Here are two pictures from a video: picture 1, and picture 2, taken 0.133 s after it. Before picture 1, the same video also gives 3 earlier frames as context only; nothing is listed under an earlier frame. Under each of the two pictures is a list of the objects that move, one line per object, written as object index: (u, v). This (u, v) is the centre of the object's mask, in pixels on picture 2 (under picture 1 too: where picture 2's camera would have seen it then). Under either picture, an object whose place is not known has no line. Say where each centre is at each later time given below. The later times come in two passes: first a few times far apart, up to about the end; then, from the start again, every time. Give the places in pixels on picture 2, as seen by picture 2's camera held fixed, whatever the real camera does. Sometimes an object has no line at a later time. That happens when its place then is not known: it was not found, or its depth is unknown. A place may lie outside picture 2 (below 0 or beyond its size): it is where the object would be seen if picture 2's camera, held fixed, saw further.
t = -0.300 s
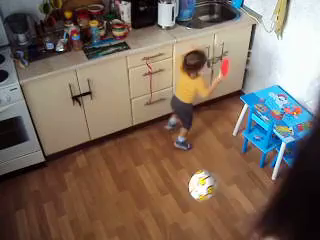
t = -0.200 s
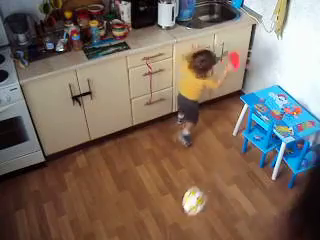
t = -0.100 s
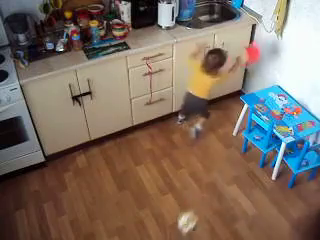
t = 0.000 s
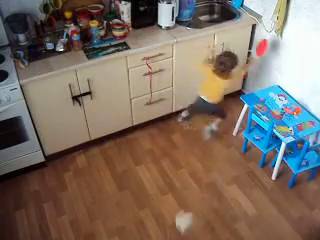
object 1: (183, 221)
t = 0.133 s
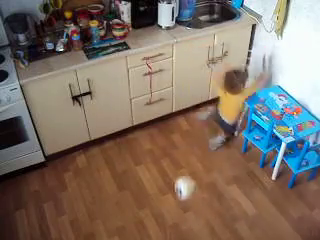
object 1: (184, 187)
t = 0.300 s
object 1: (183, 166)
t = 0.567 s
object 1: (178, 189)
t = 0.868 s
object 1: (174, 167)
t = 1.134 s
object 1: (169, 185)
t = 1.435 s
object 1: (167, 166)
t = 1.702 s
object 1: (166, 159)
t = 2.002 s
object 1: (165, 155)
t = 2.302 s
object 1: (164, 151)
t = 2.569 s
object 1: (164, 150)
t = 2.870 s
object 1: (164, 148)
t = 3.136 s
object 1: (163, 147)
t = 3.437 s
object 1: (164, 146)
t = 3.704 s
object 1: (164, 147)
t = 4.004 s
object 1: (164, 147)
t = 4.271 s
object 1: (164, 148)
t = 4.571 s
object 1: (164, 147)
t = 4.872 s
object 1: (164, 147)
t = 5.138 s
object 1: (164, 147)
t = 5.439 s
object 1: (164, 147)
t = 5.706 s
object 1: (164, 147)
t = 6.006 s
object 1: (164, 147)
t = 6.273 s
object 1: (164, 147)
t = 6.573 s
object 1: (164, 147)
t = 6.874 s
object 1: (164, 147)
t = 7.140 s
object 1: (164, 147)
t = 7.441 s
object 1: (164, 147)
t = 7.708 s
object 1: (164, 147)
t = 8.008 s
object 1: (164, 147)
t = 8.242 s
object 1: (164, 147)
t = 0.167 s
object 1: (184, 181)
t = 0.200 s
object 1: (184, 176)
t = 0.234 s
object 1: (184, 171)
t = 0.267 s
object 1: (183, 168)
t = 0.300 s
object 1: (183, 166)
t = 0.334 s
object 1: (183, 165)
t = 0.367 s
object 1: (182, 166)
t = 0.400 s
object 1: (182, 167)
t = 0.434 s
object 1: (181, 170)
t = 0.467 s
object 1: (180, 173)
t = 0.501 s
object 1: (179, 177)
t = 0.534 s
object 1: (179, 183)
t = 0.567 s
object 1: (178, 189)
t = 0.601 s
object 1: (177, 195)
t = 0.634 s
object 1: (177, 201)
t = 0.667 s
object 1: (177, 193)
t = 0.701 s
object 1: (176, 186)
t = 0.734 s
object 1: (175, 181)
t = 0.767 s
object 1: (175, 177)
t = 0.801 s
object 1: (175, 172)
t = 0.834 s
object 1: (175, 169)
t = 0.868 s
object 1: (174, 167)
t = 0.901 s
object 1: (174, 166)
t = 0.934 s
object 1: (173, 167)
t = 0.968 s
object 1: (172, 169)
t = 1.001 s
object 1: (171, 170)
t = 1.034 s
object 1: (171, 174)
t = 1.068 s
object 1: (170, 177)
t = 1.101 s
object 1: (170, 182)
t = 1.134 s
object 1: (169, 185)
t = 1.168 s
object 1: (169, 180)
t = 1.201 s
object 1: (169, 174)
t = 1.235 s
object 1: (168, 171)
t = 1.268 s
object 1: (168, 167)
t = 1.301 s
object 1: (167, 165)
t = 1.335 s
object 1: (167, 164)
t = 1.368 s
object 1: (167, 163)
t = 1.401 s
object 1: (167, 165)
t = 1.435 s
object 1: (167, 166)
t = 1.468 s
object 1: (166, 168)
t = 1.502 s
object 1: (166, 172)
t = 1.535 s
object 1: (166, 172)
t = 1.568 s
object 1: (166, 167)
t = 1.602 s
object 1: (166, 163)
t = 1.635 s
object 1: (166, 161)
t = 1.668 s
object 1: (167, 159)
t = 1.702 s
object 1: (166, 159)
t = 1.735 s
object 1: (166, 159)
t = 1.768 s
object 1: (166, 160)
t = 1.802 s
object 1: (166, 162)
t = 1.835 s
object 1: (166, 163)
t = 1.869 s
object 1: (165, 160)
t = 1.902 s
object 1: (165, 157)
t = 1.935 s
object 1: (165, 156)
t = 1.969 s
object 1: (165, 155)
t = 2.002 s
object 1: (165, 155)
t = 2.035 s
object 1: (165, 156)
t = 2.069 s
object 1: (165, 156)
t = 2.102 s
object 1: (165, 154)
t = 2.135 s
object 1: (165, 153)
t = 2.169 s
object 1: (165, 152)
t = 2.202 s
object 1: (165, 152)
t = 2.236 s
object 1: (165, 153)
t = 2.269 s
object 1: (164, 152)
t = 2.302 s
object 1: (164, 151)
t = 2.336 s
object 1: (164, 151)
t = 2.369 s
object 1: (164, 152)
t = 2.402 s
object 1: (164, 151)
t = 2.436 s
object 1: (164, 150)
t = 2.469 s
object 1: (164, 151)
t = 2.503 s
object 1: (164, 150)
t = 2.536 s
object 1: (164, 150)
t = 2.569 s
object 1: (164, 150)
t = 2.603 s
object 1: (164, 149)
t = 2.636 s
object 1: (164, 149)
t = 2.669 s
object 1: (164, 149)
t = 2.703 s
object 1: (164, 149)
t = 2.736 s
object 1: (164, 149)
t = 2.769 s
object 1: (164, 149)
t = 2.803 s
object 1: (164, 148)
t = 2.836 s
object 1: (164, 148)
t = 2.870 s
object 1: (164, 148)
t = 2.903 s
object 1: (164, 148)
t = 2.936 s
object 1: (163, 148)
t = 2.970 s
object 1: (163, 147)
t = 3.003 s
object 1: (163, 147)
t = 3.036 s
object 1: (163, 147)
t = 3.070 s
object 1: (163, 147)
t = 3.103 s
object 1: (163, 147)
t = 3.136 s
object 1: (163, 147)
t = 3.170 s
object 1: (163, 147)
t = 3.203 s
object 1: (163, 147)
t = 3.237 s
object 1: (163, 147)
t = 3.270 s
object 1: (163, 147)
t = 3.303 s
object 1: (163, 146)
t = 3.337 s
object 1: (163, 146)
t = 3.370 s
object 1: (163, 147)
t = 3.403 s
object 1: (164, 146)
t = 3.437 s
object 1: (164, 146)
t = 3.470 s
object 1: (164, 146)
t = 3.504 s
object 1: (164, 146)
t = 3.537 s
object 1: (164, 146)
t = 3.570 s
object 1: (164, 146)
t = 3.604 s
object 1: (164, 146)
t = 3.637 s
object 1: (164, 147)
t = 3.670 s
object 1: (164, 147)
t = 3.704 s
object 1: (164, 147)
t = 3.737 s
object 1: (164, 147)
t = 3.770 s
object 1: (164, 147)
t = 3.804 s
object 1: (164, 147)
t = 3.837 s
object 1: (164, 147)
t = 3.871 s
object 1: (164, 147)
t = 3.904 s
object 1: (164, 147)
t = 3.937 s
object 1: (164, 147)
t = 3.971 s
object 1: (164, 147)
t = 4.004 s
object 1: (164, 147)
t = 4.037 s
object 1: (164, 147)
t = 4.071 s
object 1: (164, 147)
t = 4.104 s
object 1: (164, 147)
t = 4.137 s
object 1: (164, 147)
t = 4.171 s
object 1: (164, 147)
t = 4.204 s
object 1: (164, 148)
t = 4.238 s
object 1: (164, 148)
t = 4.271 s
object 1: (164, 148)
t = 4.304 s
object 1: (164, 148)
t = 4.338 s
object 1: (164, 148)
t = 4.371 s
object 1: (164, 147)
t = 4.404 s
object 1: (164, 147)
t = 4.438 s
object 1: (164, 147)
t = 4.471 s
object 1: (164, 147)
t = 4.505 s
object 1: (164, 147)
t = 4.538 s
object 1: (164, 147)
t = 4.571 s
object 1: (164, 147)
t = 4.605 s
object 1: (164, 147)
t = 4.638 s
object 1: (164, 147)
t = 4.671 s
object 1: (164, 147)
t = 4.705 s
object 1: (164, 147)
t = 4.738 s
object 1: (164, 147)
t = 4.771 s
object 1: (164, 147)
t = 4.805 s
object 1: (164, 147)
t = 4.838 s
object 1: (164, 147)
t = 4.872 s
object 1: (164, 147)
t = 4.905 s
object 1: (164, 147)
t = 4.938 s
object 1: (164, 147)
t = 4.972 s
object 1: (164, 147)
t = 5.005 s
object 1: (164, 147)
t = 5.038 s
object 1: (164, 147)
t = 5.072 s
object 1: (164, 147)
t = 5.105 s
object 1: (164, 147)
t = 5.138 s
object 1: (164, 147)
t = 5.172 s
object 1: (164, 147)
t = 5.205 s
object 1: (164, 147)
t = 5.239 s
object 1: (164, 147)
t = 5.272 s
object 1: (164, 147)
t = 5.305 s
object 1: (164, 147)
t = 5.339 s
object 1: (164, 147)
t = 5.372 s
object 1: (164, 147)
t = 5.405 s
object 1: (164, 147)
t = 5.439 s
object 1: (164, 147)
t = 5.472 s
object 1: (164, 147)
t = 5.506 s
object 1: (164, 147)
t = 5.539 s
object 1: (164, 147)
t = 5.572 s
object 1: (164, 147)
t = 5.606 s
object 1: (164, 147)
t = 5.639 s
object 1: (164, 147)
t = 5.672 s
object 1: (164, 147)
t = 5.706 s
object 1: (164, 147)
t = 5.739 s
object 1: (164, 147)
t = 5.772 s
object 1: (164, 147)
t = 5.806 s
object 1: (164, 147)
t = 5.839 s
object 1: (164, 147)
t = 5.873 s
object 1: (164, 147)
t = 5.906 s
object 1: (164, 147)
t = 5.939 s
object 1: (164, 147)
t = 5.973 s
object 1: (164, 147)
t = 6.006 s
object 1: (164, 147)
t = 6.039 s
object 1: (164, 147)
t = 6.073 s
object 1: (164, 147)
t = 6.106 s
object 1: (164, 147)
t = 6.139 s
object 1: (164, 147)
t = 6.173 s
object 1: (164, 147)
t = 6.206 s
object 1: (164, 147)
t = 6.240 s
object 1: (164, 147)
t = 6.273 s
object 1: (164, 147)
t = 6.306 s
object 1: (164, 147)
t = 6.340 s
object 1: (164, 147)
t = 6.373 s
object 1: (164, 147)
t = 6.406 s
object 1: (164, 147)
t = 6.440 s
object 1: (164, 147)
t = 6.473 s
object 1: (164, 147)
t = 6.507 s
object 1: (164, 147)
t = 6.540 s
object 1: (164, 147)
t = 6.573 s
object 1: (164, 147)
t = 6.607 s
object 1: (164, 147)
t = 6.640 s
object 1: (164, 147)
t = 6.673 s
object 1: (164, 147)
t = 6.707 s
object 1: (164, 147)
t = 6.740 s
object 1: (164, 147)
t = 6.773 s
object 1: (164, 147)
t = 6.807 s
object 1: (164, 147)
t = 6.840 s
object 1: (164, 147)
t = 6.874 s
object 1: (164, 147)
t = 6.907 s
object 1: (164, 147)
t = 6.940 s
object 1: (164, 147)
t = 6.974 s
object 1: (164, 147)
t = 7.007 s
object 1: (164, 147)
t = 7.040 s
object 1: (164, 147)
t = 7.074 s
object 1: (164, 147)
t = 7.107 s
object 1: (164, 147)
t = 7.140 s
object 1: (164, 147)
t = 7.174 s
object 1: (164, 147)
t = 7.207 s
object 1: (164, 147)
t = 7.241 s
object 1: (164, 147)
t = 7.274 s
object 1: (164, 147)
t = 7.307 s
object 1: (164, 147)
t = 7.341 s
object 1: (164, 147)
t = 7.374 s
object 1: (164, 147)
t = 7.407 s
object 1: (164, 147)
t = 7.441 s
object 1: (164, 147)
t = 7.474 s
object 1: (164, 147)
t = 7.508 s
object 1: (164, 147)
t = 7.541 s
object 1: (164, 147)
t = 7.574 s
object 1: (164, 147)
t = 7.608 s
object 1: (164, 147)
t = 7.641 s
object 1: (164, 147)
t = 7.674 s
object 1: (164, 147)
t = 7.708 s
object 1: (164, 147)
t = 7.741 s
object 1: (164, 147)
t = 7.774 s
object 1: (164, 147)
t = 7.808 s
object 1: (164, 147)
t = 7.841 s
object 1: (164, 147)
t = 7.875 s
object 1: (164, 147)
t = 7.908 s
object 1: (164, 147)
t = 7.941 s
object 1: (164, 147)
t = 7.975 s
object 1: (164, 147)
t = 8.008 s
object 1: (164, 147)
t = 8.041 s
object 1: (164, 147)
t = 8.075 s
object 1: (164, 147)
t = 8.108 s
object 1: (164, 147)
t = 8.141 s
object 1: (164, 147)
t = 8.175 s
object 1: (164, 147)
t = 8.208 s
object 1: (164, 147)
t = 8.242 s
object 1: (164, 147)
